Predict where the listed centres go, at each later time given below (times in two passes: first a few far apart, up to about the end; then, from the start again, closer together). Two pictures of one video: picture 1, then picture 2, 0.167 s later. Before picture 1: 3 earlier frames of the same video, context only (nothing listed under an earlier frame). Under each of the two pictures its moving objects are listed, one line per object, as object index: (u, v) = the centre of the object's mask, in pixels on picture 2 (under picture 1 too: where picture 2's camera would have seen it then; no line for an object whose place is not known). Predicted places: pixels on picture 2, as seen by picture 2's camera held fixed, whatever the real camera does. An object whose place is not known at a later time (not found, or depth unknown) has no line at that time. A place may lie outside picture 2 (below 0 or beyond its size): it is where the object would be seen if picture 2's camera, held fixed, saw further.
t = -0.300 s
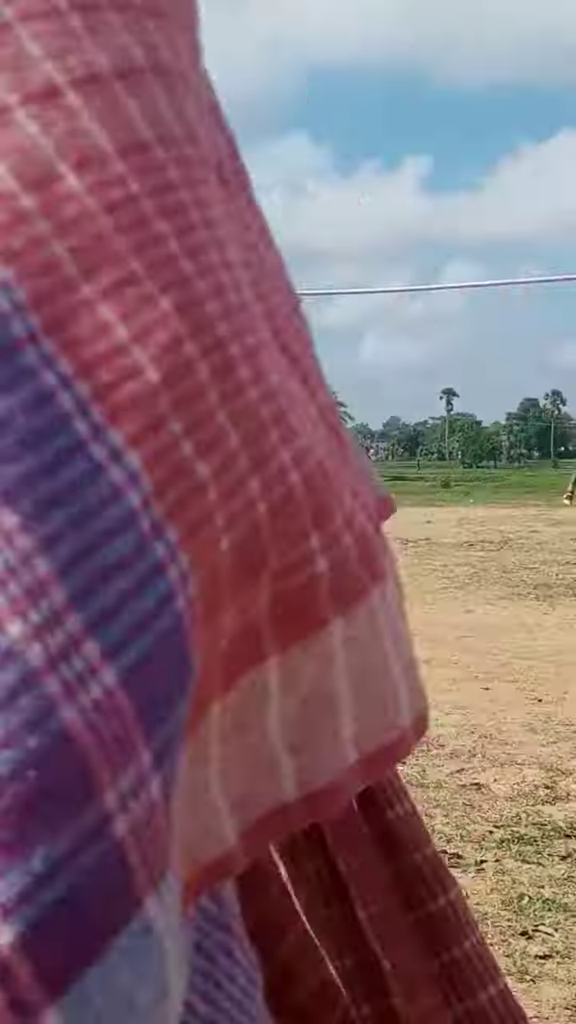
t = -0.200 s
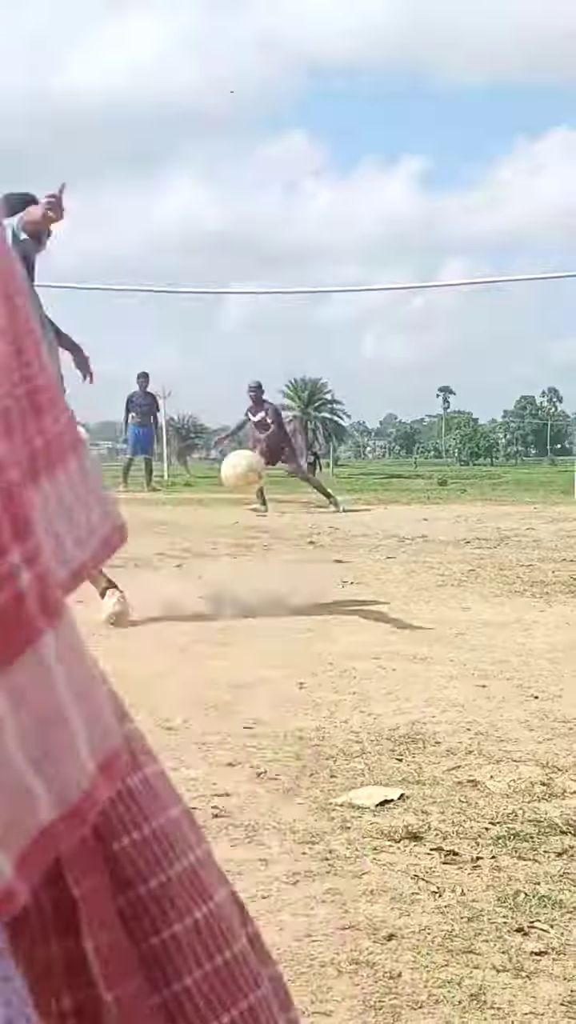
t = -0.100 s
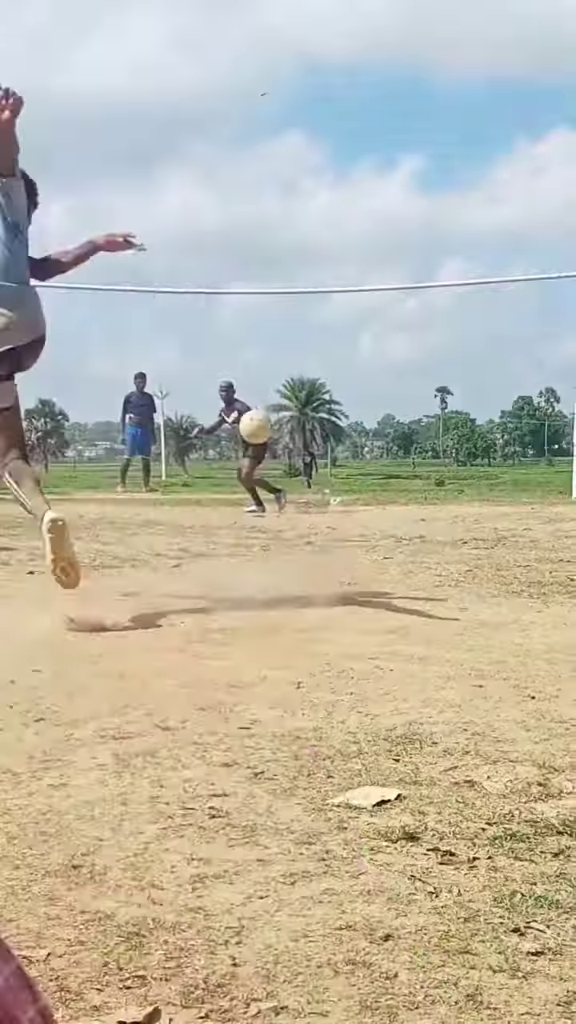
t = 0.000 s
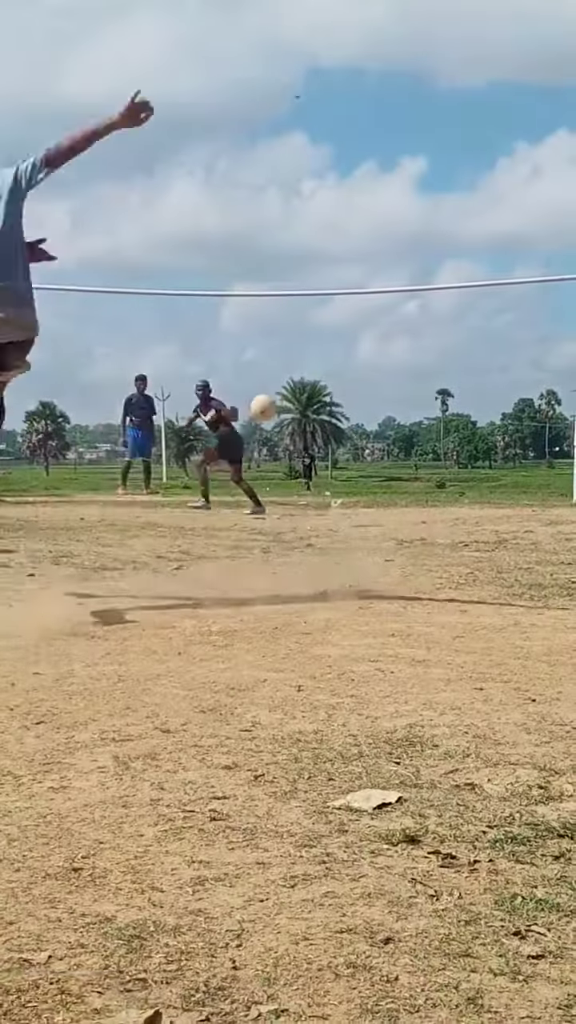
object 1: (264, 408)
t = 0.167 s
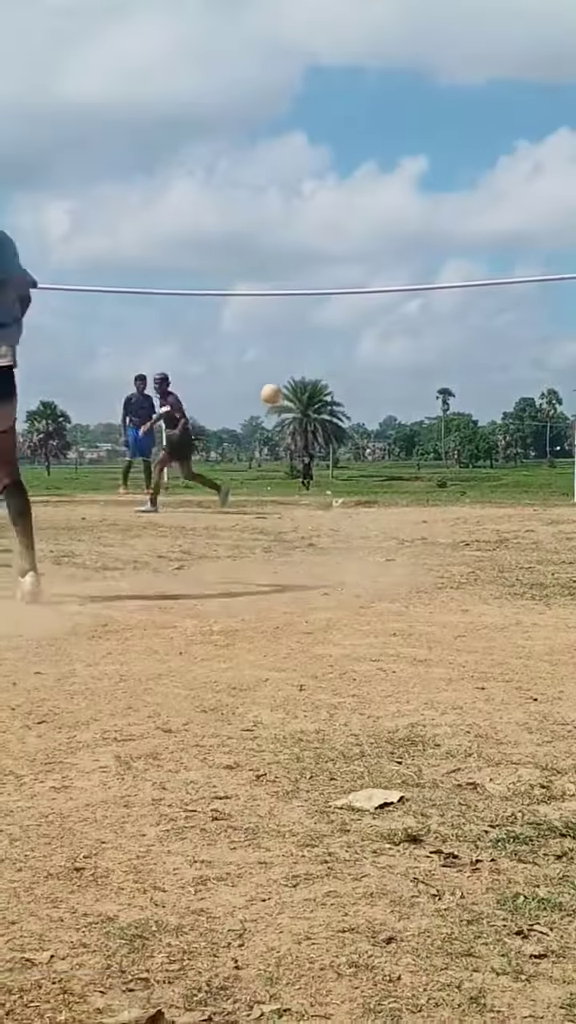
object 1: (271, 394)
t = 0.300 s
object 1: (274, 394)
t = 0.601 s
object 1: (276, 422)
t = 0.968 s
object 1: (278, 474)
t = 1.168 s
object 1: (276, 490)
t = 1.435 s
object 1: (276, 477)
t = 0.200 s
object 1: (271, 393)
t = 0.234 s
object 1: (272, 393)
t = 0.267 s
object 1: (272, 394)
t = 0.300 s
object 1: (274, 394)
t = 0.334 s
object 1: (274, 396)
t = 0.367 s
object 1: (276, 397)
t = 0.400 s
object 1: (276, 400)
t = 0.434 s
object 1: (277, 402)
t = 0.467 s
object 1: (278, 406)
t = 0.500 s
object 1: (278, 410)
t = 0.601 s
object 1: (276, 422)
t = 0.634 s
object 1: (276, 427)
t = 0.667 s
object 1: (276, 432)
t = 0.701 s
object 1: (276, 436)
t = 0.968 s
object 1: (278, 474)
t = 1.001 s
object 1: (277, 480)
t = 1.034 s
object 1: (277, 486)
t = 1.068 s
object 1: (276, 490)
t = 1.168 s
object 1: (276, 490)
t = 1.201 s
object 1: (276, 486)
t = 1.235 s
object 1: (276, 482)
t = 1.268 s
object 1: (276, 480)
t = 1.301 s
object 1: (276, 479)
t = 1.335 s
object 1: (275, 478)
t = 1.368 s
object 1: (276, 476)
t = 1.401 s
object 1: (276, 477)
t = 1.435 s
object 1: (276, 477)
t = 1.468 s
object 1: (276, 478)
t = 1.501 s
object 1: (277, 480)
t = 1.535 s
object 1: (277, 482)
